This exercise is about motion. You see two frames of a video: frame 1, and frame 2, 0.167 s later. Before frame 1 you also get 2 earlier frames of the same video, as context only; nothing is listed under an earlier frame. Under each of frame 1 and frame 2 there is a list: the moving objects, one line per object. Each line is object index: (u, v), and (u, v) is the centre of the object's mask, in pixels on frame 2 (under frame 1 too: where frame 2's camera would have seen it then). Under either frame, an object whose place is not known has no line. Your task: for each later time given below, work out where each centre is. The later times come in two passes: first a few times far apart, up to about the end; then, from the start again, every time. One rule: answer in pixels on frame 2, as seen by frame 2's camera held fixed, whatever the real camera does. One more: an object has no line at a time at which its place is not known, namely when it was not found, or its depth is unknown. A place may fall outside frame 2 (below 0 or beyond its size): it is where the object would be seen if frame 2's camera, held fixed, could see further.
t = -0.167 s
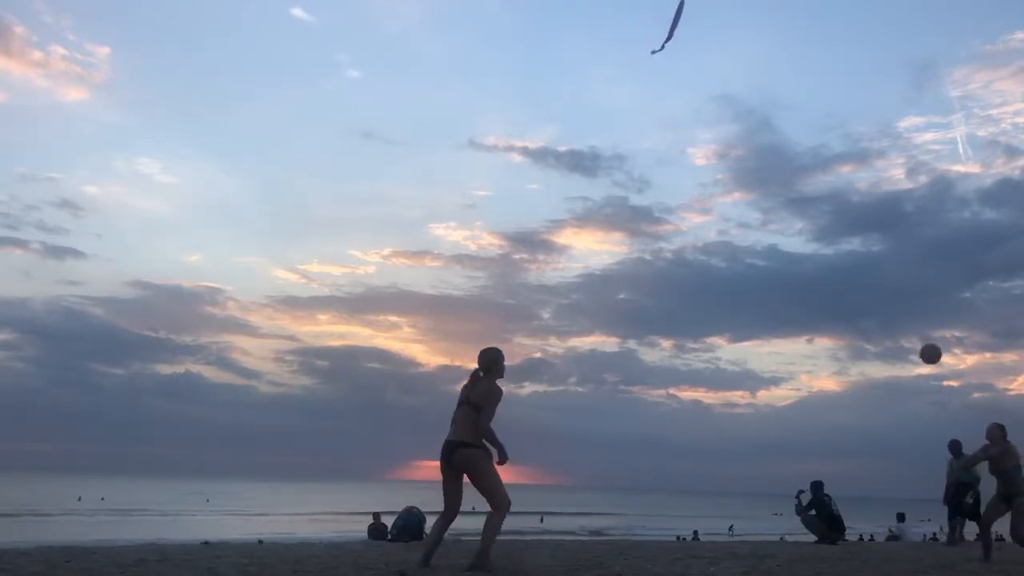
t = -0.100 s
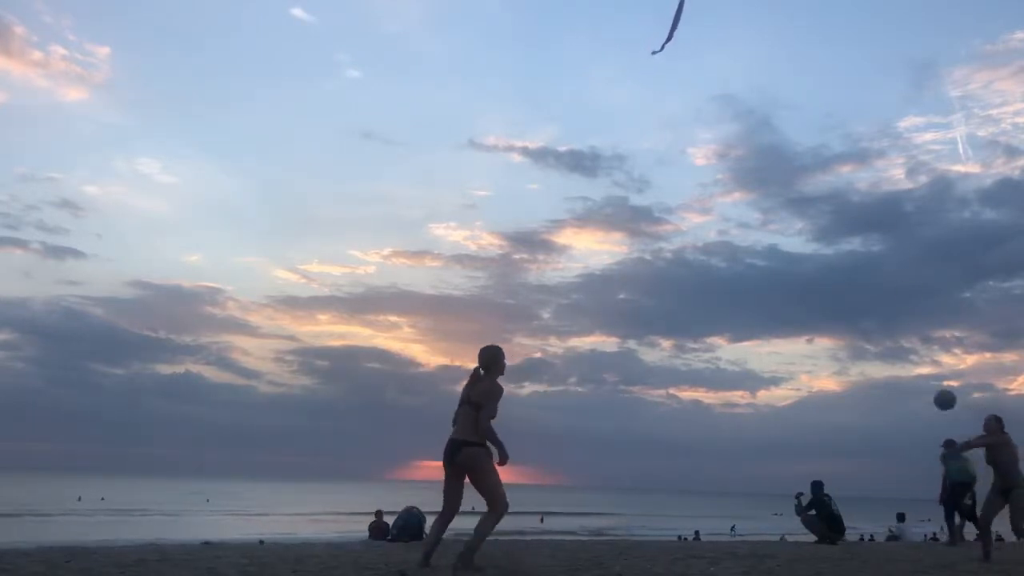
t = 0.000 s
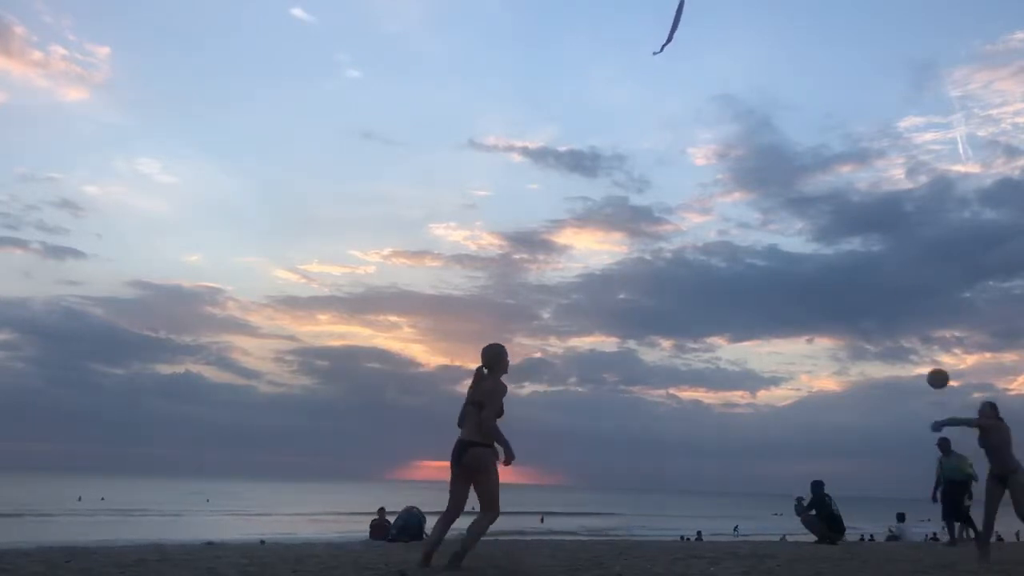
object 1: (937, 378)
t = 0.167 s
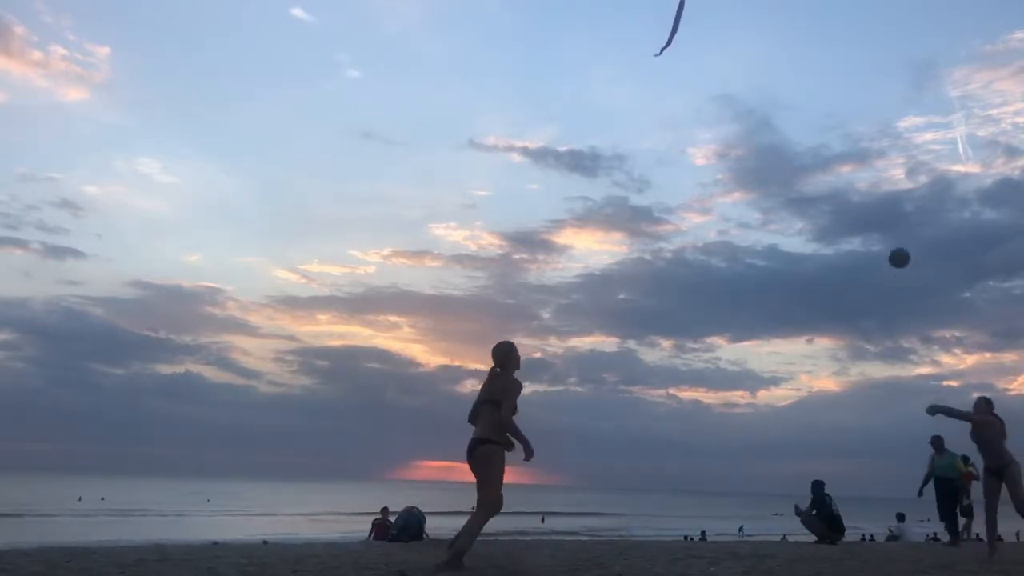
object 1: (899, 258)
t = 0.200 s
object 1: (891, 236)
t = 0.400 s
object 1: (852, 133)
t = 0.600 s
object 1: (814, 69)
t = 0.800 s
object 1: (777, 41)
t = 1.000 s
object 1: (741, 50)
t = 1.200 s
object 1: (704, 95)
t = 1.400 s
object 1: (669, 181)
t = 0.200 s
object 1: (891, 236)
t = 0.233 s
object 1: (885, 217)
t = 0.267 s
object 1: (878, 198)
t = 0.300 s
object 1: (871, 180)
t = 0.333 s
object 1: (865, 163)
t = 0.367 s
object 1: (858, 148)
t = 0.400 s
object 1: (852, 133)
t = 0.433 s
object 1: (846, 120)
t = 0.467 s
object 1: (840, 108)
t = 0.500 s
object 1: (833, 96)
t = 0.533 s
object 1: (827, 86)
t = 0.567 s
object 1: (820, 77)
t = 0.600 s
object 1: (814, 69)
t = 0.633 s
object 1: (808, 62)
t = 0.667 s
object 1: (802, 56)
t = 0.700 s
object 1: (796, 50)
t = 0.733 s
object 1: (789, 46)
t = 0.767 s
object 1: (784, 43)
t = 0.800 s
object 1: (777, 41)
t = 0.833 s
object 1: (771, 40)
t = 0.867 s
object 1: (765, 40)
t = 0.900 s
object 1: (759, 41)
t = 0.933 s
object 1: (753, 43)
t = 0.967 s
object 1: (747, 46)
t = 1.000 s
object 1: (741, 50)
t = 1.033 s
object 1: (734, 55)
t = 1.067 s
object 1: (728, 61)
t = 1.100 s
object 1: (722, 68)
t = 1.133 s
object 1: (716, 76)
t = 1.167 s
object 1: (710, 85)
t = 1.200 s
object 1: (704, 95)
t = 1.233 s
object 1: (698, 107)
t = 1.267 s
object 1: (692, 119)
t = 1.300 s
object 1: (687, 133)
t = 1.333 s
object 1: (681, 148)
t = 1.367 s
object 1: (675, 164)
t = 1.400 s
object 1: (669, 181)
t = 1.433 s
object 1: (663, 199)
